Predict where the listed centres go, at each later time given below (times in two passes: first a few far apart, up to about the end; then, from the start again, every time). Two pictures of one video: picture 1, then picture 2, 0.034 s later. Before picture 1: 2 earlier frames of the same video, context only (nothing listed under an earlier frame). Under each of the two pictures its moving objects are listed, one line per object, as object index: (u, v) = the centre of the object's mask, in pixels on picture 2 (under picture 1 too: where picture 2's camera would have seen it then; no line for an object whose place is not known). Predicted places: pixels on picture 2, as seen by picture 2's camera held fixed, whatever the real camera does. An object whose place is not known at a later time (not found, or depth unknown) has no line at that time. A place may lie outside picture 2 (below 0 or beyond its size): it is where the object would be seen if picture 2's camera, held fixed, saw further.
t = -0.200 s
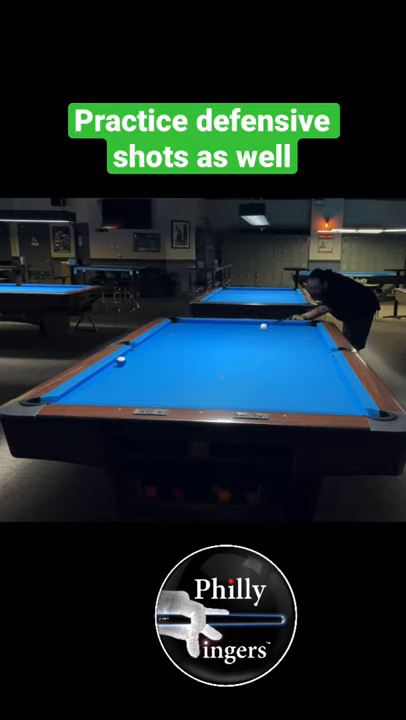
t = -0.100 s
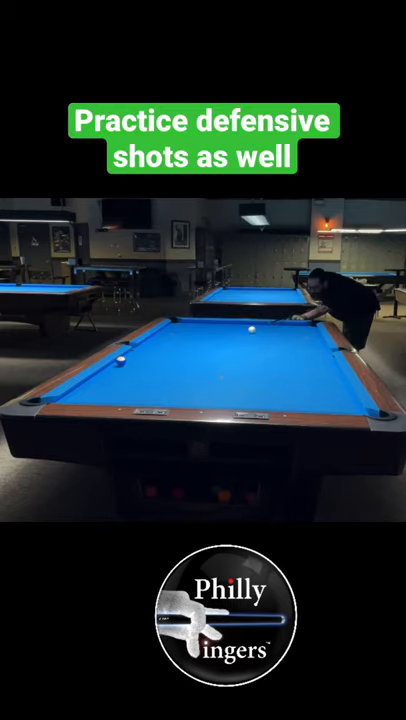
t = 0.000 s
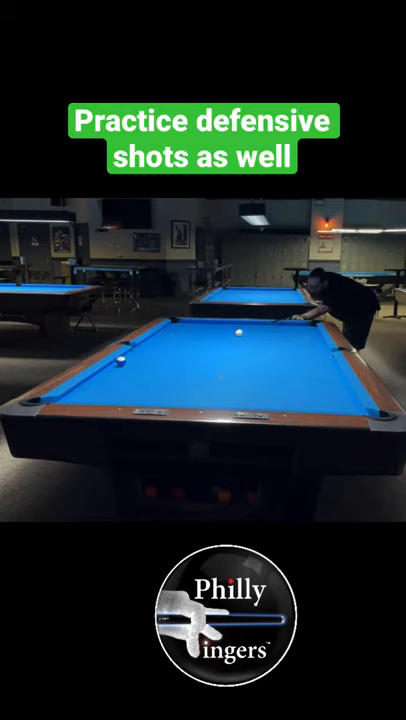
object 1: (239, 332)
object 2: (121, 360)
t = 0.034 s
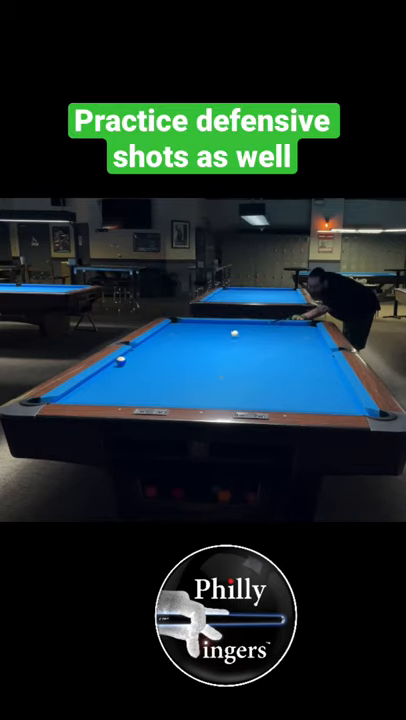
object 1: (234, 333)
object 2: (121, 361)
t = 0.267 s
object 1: (199, 343)
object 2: (121, 361)
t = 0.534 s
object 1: (149, 356)
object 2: (121, 361)
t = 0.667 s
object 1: (132, 363)
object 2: (118, 362)
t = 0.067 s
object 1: (230, 335)
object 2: (121, 361)
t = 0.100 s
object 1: (225, 336)
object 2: (121, 361)
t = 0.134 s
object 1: (220, 337)
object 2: (120, 361)
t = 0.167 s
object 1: (215, 339)
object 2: (120, 361)
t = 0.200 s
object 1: (210, 340)
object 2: (121, 361)
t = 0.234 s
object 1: (205, 341)
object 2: (121, 361)
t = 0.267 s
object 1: (199, 343)
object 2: (121, 361)
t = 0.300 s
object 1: (194, 344)
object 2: (121, 361)
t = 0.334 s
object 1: (188, 346)
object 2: (121, 361)
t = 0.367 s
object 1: (182, 347)
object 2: (121, 361)
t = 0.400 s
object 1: (176, 348)
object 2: (121, 361)
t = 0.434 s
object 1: (169, 350)
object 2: (121, 360)
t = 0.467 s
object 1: (163, 352)
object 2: (121, 361)
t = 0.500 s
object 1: (157, 354)
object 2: (121, 361)
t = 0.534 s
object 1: (149, 356)
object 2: (121, 361)
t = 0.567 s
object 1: (142, 358)
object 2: (121, 361)
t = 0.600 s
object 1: (134, 360)
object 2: (121, 360)
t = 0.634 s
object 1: (131, 361)
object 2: (115, 361)
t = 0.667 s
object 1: (132, 363)
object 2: (118, 362)
